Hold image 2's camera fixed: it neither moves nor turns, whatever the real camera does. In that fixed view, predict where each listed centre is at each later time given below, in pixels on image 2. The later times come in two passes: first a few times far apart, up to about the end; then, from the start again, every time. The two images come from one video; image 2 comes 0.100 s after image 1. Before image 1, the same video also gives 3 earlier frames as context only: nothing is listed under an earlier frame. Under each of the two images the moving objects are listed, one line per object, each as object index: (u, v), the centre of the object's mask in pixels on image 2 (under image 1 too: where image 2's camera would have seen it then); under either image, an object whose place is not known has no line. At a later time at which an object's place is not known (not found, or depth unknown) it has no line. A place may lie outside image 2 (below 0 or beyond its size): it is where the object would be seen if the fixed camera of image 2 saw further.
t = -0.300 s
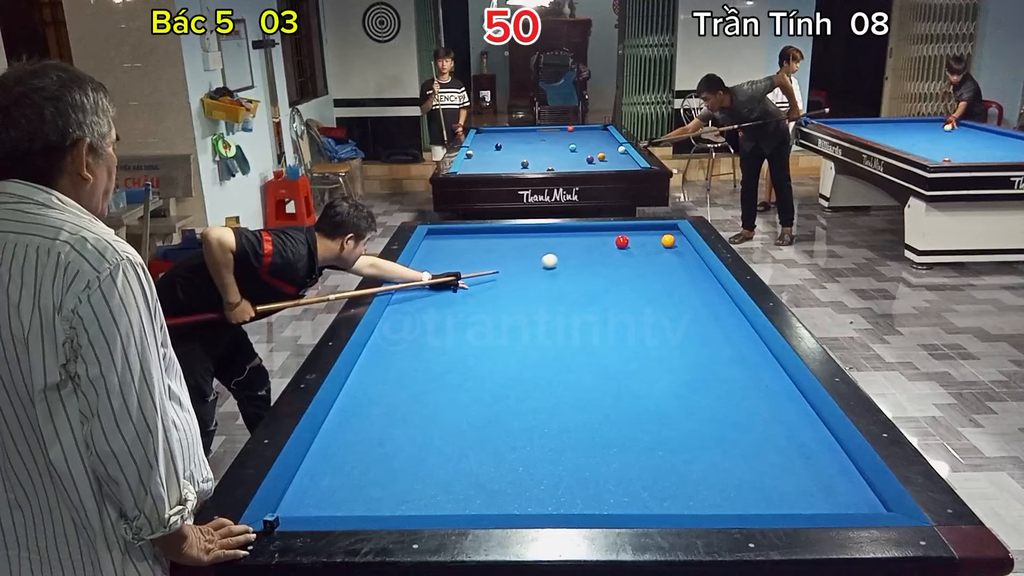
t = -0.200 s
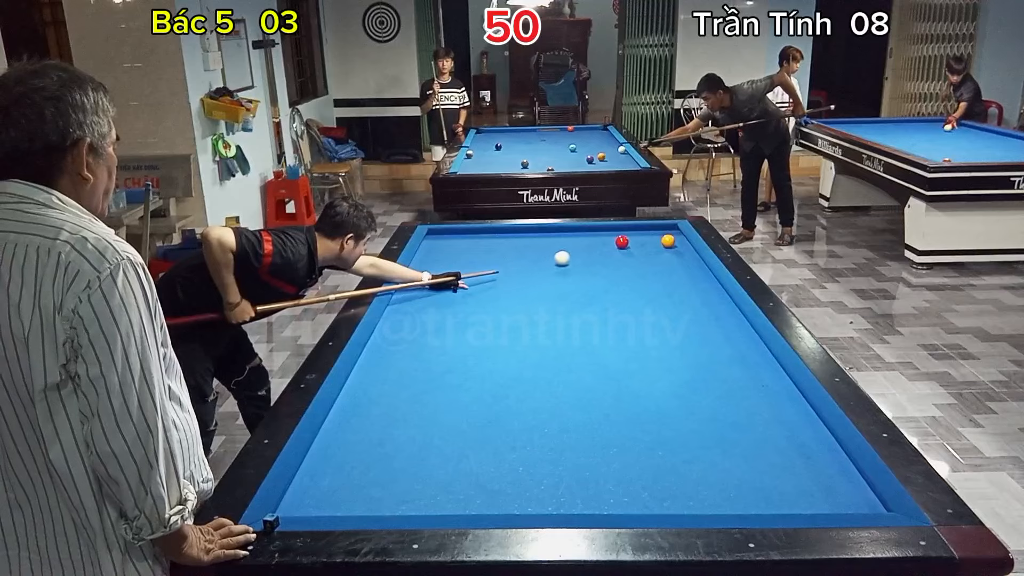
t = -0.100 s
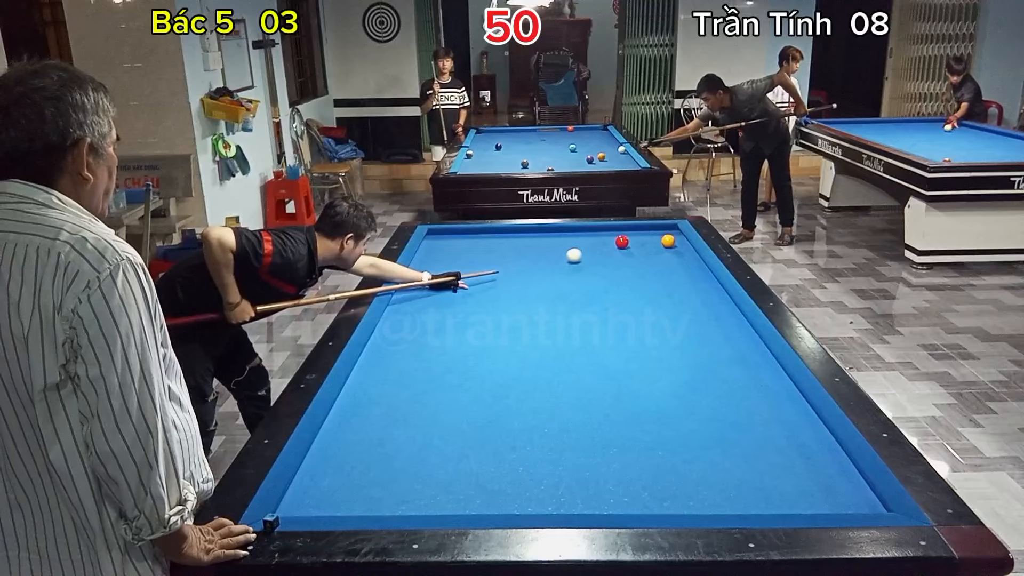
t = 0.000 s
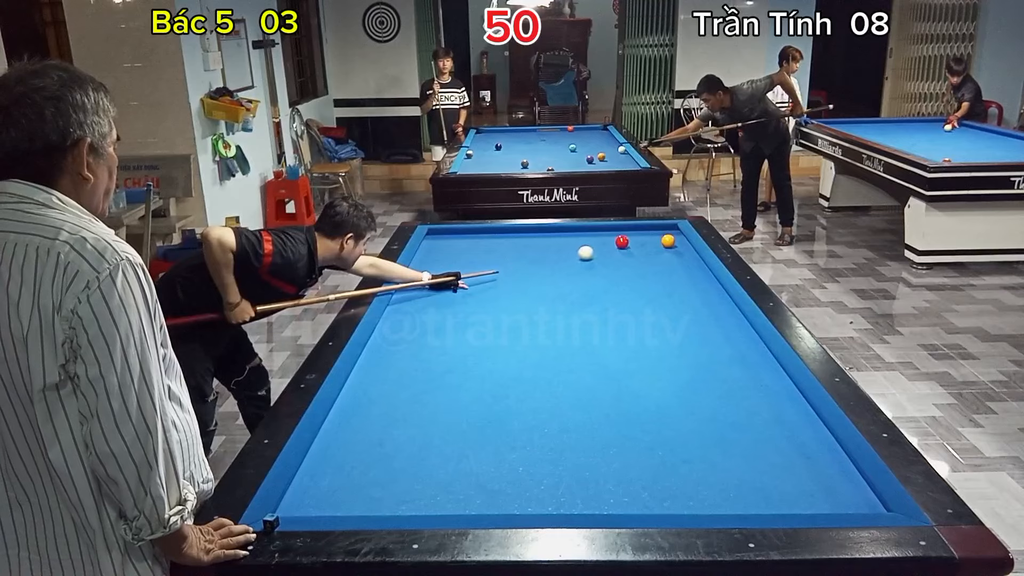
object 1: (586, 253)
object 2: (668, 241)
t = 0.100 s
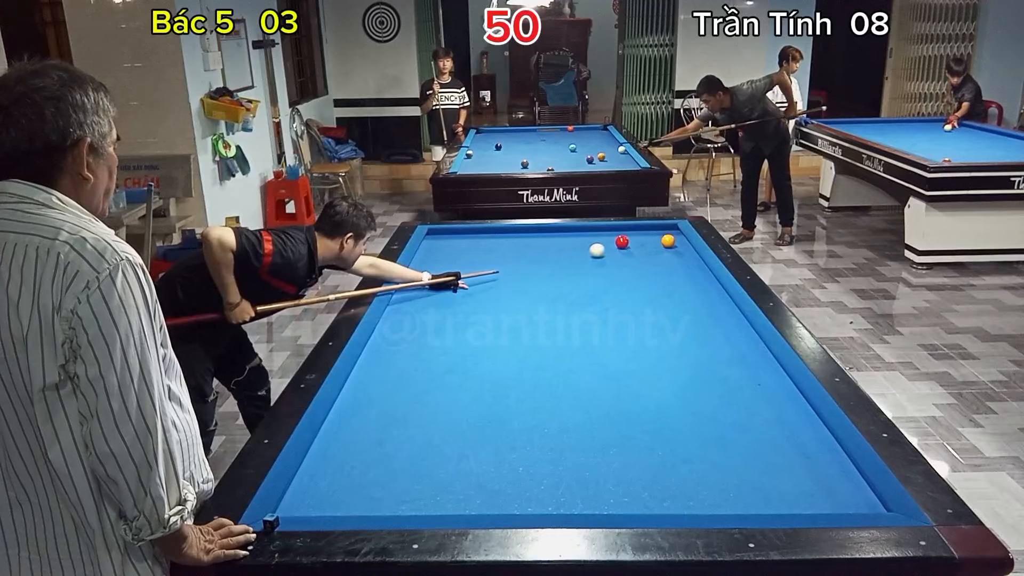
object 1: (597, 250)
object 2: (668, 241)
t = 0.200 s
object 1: (608, 248)
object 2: (668, 241)
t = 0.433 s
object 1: (630, 245)
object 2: (668, 241)
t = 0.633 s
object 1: (647, 244)
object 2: (668, 241)
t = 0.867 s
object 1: (665, 244)
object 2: (671, 239)
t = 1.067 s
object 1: (677, 245)
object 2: (671, 237)
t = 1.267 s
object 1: (685, 246)
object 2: (676, 237)
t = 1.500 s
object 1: (679, 247)
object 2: (680, 236)
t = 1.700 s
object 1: (673, 248)
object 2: (678, 236)
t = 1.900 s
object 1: (668, 249)
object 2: (676, 236)
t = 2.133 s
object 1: (663, 250)
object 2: (674, 236)
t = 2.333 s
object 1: (659, 250)
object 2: (672, 235)
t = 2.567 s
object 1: (654, 251)
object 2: (671, 234)
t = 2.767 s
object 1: (651, 251)
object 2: (670, 234)
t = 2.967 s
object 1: (647, 252)
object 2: (670, 234)
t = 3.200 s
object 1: (643, 252)
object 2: (670, 234)
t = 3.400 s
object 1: (640, 253)
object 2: (671, 234)
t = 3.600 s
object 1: (638, 253)
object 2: (671, 234)
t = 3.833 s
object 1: (635, 254)
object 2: (671, 233)
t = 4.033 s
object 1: (633, 254)
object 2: (671, 233)
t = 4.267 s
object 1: (630, 254)
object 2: (672, 233)
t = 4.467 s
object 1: (629, 254)
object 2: (672, 233)
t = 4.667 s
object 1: (628, 255)
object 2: (672, 233)
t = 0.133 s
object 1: (600, 249)
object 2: (668, 241)
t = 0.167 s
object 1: (604, 249)
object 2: (668, 241)
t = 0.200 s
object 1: (608, 248)
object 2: (668, 241)
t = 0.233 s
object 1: (611, 247)
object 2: (668, 241)
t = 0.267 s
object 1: (615, 246)
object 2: (668, 241)
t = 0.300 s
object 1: (618, 246)
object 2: (668, 241)
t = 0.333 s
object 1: (622, 245)
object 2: (668, 241)
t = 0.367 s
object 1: (624, 245)
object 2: (668, 241)
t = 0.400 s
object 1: (627, 245)
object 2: (668, 241)
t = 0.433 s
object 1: (630, 245)
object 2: (668, 241)
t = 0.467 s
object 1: (633, 245)
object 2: (668, 241)
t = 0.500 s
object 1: (636, 245)
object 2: (668, 241)
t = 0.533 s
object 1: (639, 245)
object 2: (668, 241)
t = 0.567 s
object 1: (642, 244)
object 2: (668, 241)
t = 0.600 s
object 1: (644, 244)
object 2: (668, 241)
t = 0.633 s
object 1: (647, 244)
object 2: (668, 241)
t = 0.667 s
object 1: (650, 244)
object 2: (668, 241)
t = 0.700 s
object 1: (653, 244)
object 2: (668, 241)
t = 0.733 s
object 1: (655, 244)
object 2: (668, 241)
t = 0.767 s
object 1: (658, 244)
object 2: (669, 241)
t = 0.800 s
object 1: (661, 244)
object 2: (670, 240)
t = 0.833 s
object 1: (663, 244)
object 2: (671, 240)
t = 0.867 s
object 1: (665, 244)
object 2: (671, 239)
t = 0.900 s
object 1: (667, 244)
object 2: (672, 238)
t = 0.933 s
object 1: (669, 244)
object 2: (671, 237)
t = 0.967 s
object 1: (671, 245)
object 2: (671, 236)
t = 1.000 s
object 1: (673, 245)
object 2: (671, 236)
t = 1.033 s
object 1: (675, 245)
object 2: (671, 237)
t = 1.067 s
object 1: (677, 245)
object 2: (671, 237)
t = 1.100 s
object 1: (679, 245)
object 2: (672, 237)
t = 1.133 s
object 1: (680, 245)
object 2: (673, 238)
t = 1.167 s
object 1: (682, 246)
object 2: (674, 238)
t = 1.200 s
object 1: (684, 246)
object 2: (674, 238)
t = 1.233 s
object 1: (686, 246)
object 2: (675, 238)
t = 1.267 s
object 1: (685, 246)
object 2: (676, 237)
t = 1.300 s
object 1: (684, 246)
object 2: (676, 237)
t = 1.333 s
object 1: (683, 246)
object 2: (676, 237)
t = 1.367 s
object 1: (682, 247)
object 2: (677, 236)
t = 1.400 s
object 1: (681, 247)
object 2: (677, 236)
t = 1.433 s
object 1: (681, 247)
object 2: (678, 236)
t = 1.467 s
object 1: (680, 247)
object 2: (679, 236)
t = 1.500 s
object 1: (679, 247)
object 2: (680, 236)
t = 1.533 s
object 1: (678, 247)
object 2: (680, 236)
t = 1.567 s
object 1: (677, 247)
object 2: (679, 236)
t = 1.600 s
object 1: (676, 248)
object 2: (679, 236)
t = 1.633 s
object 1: (675, 248)
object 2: (679, 236)
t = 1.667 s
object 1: (674, 248)
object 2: (679, 236)
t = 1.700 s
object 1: (673, 248)
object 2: (678, 236)
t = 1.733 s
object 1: (672, 248)
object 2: (678, 236)
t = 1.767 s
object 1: (671, 248)
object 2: (677, 236)
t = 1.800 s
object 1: (671, 248)
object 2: (677, 236)
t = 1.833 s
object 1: (670, 249)
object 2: (677, 236)
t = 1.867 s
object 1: (669, 249)
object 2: (676, 236)
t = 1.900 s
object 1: (668, 249)
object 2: (676, 236)
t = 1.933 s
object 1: (668, 249)
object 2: (676, 236)
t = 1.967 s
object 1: (667, 249)
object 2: (675, 236)
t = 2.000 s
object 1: (666, 249)
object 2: (675, 236)
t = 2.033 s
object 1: (665, 249)
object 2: (675, 236)
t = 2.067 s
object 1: (665, 249)
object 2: (674, 235)
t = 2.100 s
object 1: (664, 249)
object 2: (674, 235)
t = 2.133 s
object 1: (663, 250)
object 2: (674, 236)
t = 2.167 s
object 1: (662, 250)
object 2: (674, 235)
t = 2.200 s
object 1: (662, 250)
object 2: (674, 235)
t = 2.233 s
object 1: (661, 250)
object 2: (673, 235)
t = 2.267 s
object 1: (660, 250)
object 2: (673, 235)
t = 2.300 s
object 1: (659, 250)
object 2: (672, 235)
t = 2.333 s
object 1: (659, 250)
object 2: (672, 235)
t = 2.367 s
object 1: (658, 250)
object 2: (672, 235)
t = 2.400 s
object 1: (657, 250)
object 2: (672, 235)
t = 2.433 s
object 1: (657, 251)
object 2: (672, 235)
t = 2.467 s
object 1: (656, 251)
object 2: (672, 234)
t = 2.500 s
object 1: (656, 251)
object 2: (671, 235)
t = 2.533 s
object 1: (655, 251)
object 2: (671, 235)
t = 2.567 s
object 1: (654, 251)
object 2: (671, 234)
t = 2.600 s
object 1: (654, 251)
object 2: (671, 234)
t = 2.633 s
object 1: (653, 251)
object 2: (671, 234)
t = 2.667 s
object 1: (652, 251)
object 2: (671, 234)
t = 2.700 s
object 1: (652, 251)
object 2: (671, 234)
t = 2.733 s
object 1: (651, 251)
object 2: (671, 234)
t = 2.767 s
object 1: (651, 251)
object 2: (670, 234)
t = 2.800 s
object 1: (650, 251)
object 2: (670, 234)
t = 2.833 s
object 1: (649, 252)
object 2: (670, 234)
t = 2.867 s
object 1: (649, 252)
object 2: (670, 234)
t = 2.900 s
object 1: (648, 252)
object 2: (670, 234)
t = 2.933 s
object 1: (648, 252)
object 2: (670, 234)
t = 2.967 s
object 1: (647, 252)
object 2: (670, 234)
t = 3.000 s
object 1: (647, 252)
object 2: (670, 234)
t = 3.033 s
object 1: (646, 252)
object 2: (670, 234)
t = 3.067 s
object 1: (646, 252)
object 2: (670, 234)
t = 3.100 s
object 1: (645, 252)
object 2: (670, 234)
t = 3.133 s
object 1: (644, 252)
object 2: (670, 234)
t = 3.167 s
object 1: (644, 252)
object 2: (670, 234)
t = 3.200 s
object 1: (643, 252)
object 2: (670, 234)
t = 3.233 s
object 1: (643, 252)
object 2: (670, 234)
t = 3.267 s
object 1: (642, 253)
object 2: (671, 234)
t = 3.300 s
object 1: (642, 253)
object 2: (671, 234)
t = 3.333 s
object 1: (641, 253)
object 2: (671, 234)
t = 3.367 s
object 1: (641, 253)
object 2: (671, 234)
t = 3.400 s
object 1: (640, 253)
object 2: (671, 234)
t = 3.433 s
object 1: (640, 253)
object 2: (671, 234)
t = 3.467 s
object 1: (639, 253)
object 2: (671, 234)
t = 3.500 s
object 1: (639, 253)
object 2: (671, 234)
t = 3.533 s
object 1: (639, 253)
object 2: (671, 234)
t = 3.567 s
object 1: (638, 253)
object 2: (671, 234)
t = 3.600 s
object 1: (638, 253)
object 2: (671, 234)
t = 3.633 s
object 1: (637, 253)
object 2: (671, 234)
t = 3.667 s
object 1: (637, 253)
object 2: (671, 234)
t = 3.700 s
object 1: (636, 254)
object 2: (671, 234)
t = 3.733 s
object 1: (636, 254)
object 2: (671, 234)
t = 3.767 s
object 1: (636, 254)
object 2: (671, 234)
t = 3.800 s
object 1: (635, 254)
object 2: (671, 234)
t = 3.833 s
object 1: (635, 254)
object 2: (671, 233)
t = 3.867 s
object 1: (634, 254)
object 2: (671, 233)
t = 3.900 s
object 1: (634, 254)
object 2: (671, 233)
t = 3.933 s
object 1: (634, 254)
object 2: (671, 233)
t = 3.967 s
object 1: (633, 254)
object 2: (671, 233)
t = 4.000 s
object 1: (633, 254)
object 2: (671, 233)
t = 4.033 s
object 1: (633, 254)
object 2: (671, 233)
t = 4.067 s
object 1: (632, 254)
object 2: (671, 233)
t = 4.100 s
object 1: (632, 254)
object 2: (671, 233)
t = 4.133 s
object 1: (632, 254)
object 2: (671, 233)
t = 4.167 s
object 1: (631, 254)
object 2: (672, 233)
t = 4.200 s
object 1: (631, 254)
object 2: (672, 233)
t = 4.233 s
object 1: (631, 254)
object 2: (672, 233)
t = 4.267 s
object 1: (630, 254)
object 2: (672, 233)
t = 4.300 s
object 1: (630, 254)
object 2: (672, 233)
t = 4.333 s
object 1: (630, 254)
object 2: (672, 233)
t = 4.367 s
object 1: (630, 254)
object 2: (672, 233)
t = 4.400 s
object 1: (629, 254)
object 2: (672, 233)
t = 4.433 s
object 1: (629, 254)
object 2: (672, 233)
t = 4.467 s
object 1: (629, 254)
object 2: (672, 233)
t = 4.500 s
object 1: (629, 254)
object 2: (672, 233)
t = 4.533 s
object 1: (629, 254)
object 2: (672, 233)
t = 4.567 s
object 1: (628, 254)
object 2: (672, 233)
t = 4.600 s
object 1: (628, 255)
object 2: (672, 233)
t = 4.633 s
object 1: (628, 255)
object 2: (672, 233)
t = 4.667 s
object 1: (628, 255)
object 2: (672, 233)
